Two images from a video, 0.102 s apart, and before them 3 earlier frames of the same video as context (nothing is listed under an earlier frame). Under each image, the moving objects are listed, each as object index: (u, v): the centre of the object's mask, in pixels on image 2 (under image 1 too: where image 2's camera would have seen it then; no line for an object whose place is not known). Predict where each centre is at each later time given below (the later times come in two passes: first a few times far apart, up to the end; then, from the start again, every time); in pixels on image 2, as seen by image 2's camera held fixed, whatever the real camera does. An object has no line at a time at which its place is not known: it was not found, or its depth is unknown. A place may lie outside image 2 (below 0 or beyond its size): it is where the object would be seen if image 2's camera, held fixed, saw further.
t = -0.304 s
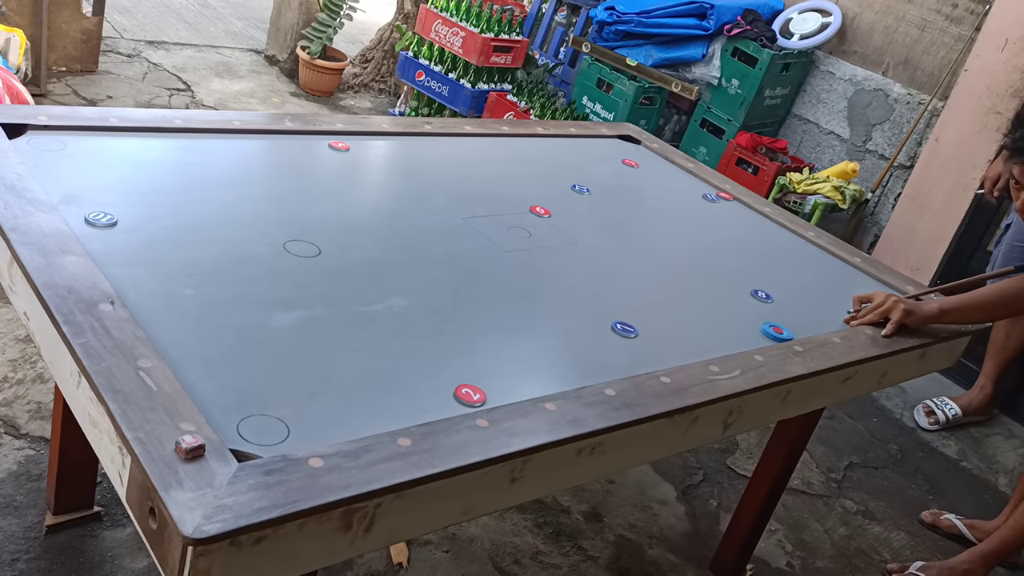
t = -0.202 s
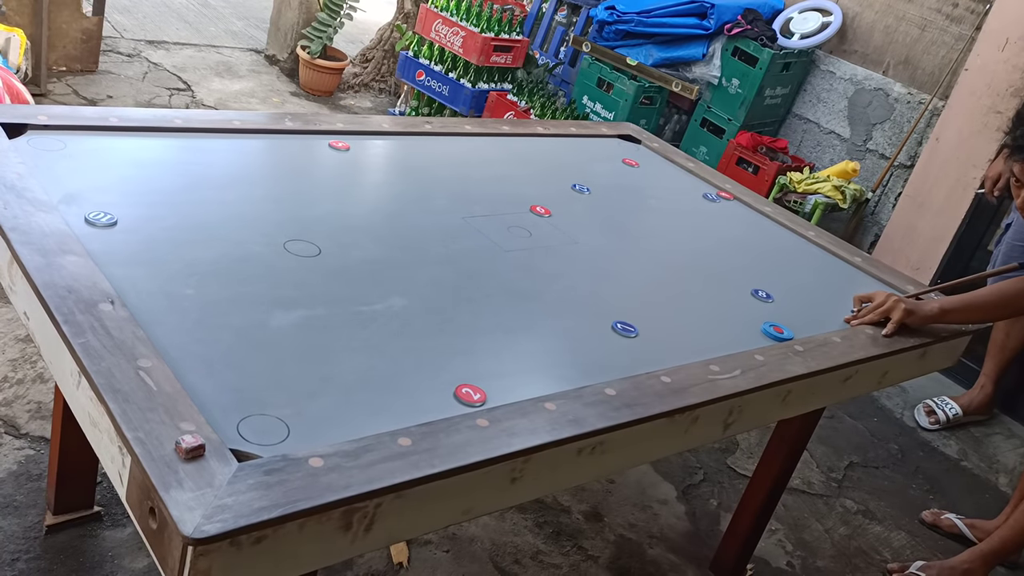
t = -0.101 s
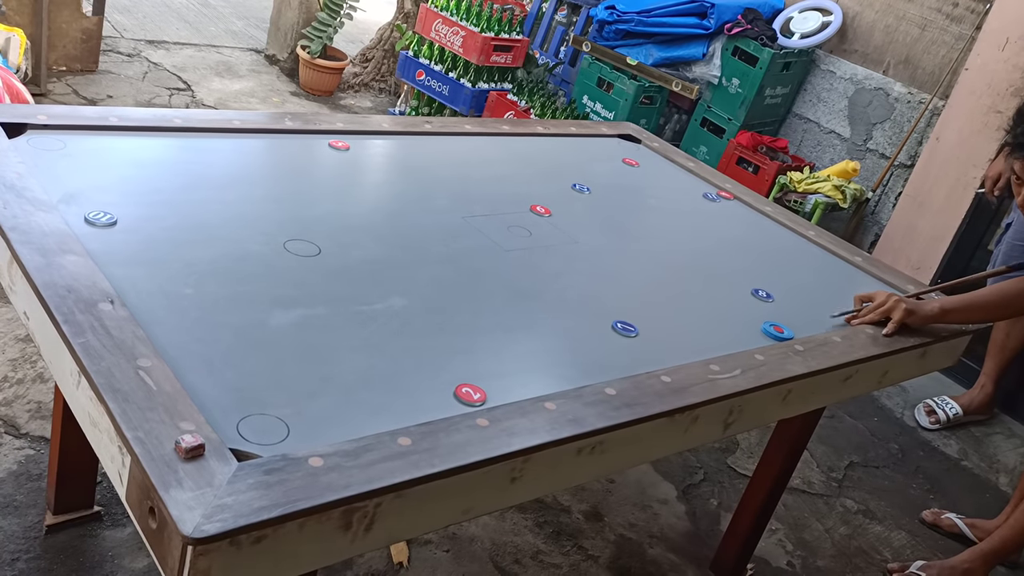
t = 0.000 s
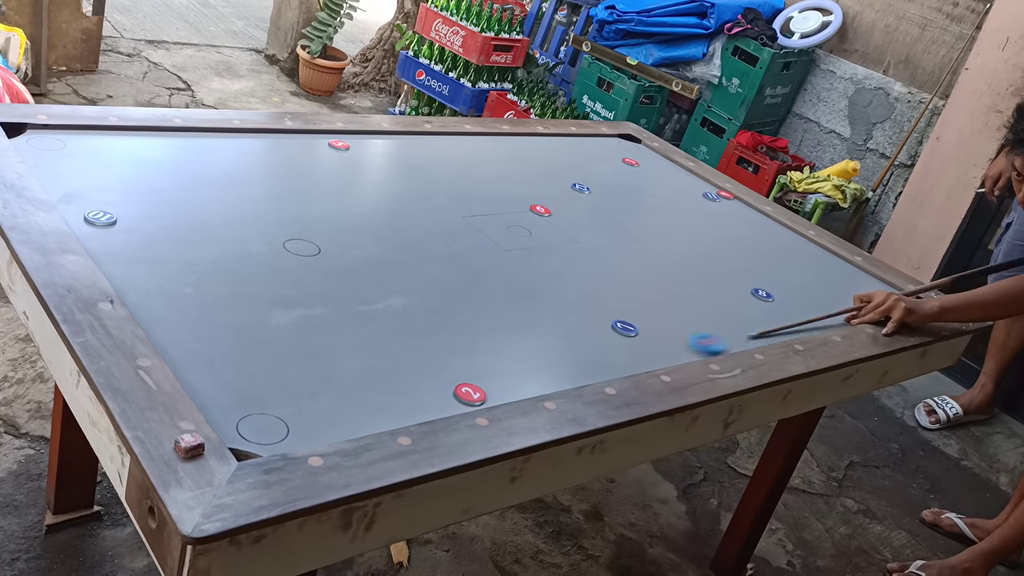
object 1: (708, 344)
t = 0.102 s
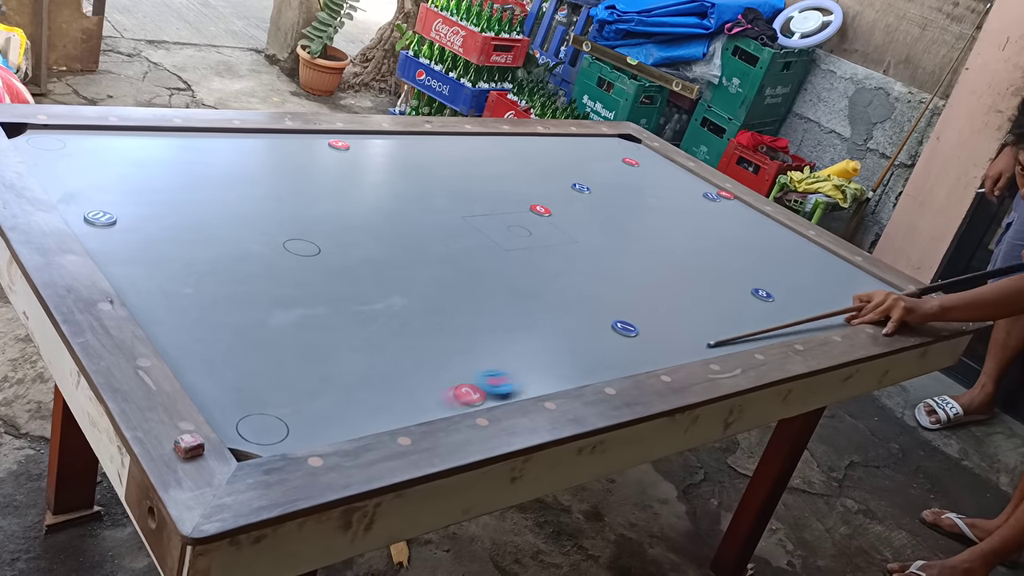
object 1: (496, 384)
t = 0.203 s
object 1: (324, 404)
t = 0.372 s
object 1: (366, 375)
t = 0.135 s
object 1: (442, 391)
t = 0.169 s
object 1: (385, 397)
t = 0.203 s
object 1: (324, 404)
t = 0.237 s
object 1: (259, 412)
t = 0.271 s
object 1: (253, 409)
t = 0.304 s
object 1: (293, 396)
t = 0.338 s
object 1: (331, 385)
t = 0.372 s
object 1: (366, 375)
